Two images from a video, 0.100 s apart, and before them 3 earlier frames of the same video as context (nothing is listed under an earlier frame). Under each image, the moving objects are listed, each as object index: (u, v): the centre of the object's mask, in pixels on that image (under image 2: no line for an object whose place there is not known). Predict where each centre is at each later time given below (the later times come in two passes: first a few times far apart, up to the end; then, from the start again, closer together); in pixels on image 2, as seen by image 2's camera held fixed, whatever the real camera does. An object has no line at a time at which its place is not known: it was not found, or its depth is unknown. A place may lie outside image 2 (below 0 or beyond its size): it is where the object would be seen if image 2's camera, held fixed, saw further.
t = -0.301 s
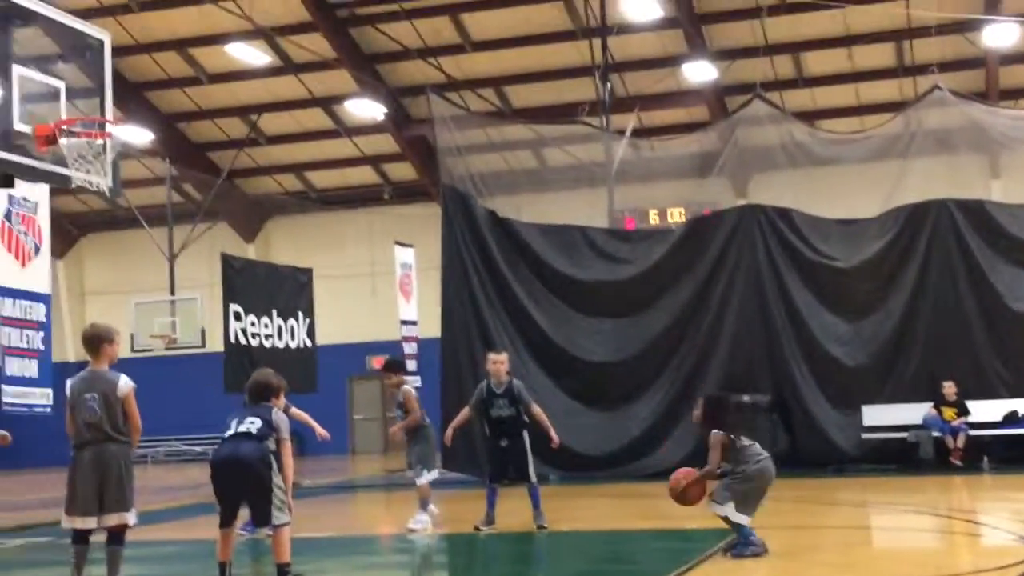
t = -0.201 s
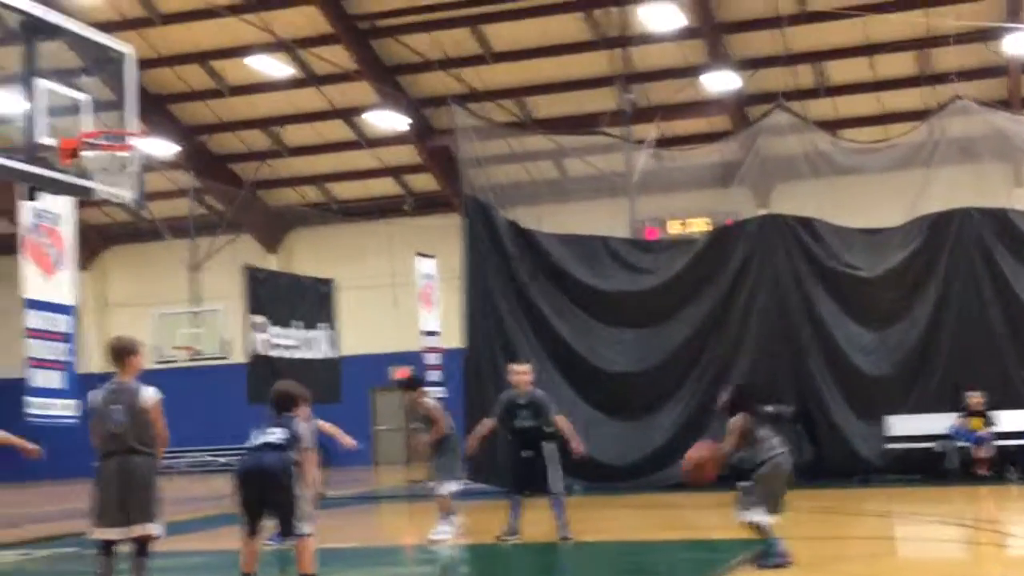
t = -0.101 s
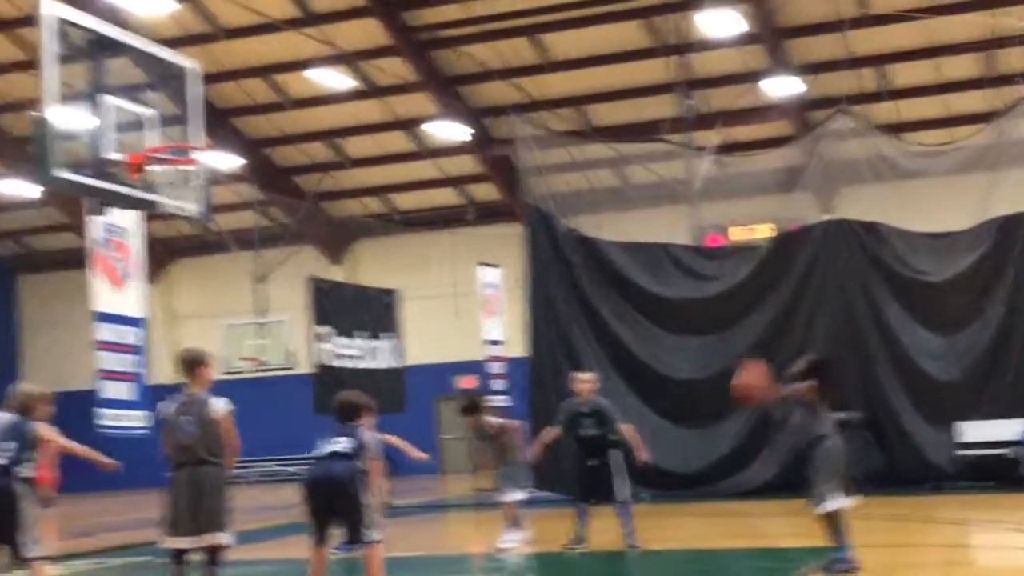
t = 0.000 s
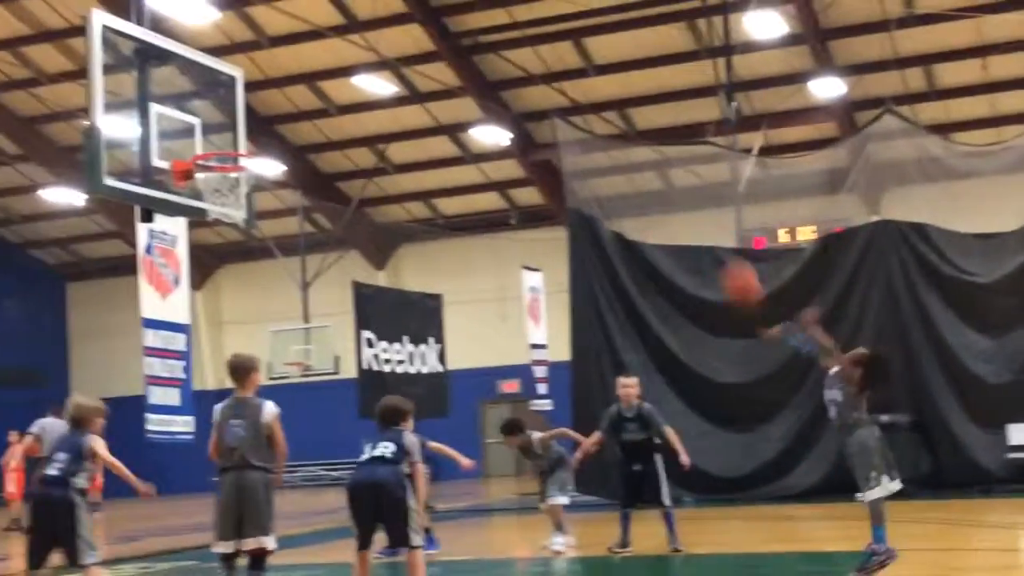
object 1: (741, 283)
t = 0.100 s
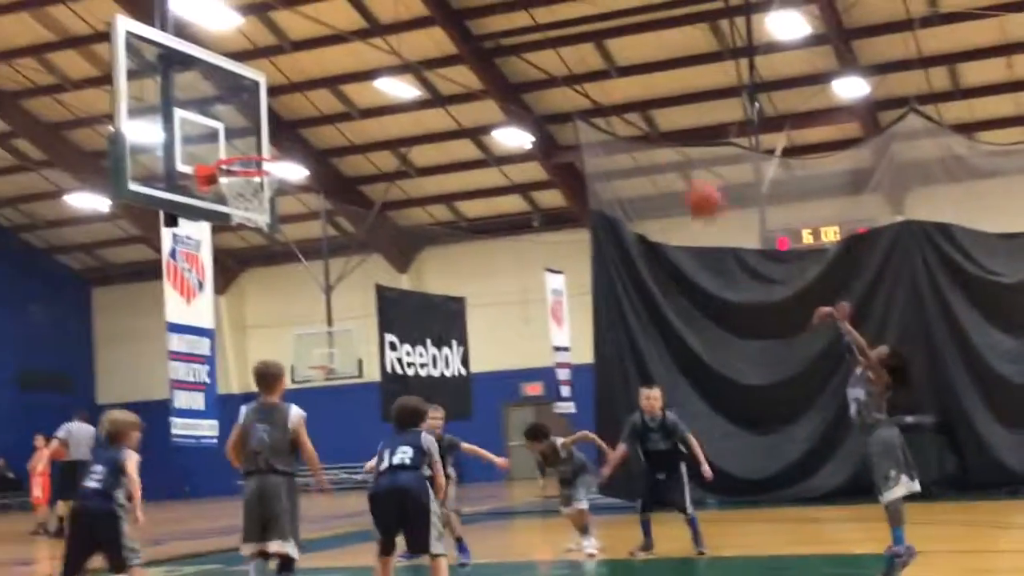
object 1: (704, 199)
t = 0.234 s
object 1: (626, 111)
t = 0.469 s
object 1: (504, 20)
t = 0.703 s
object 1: (402, 14)
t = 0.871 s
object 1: (331, 51)
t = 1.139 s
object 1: (240, 150)
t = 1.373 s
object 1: (247, 93)
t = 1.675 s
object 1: (276, 93)
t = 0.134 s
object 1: (682, 175)
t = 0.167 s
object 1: (662, 150)
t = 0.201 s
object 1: (645, 129)
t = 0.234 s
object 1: (626, 111)
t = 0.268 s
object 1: (607, 91)
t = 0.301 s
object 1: (589, 75)
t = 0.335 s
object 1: (572, 62)
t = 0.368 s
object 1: (555, 49)
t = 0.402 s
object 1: (538, 37)
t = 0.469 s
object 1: (504, 20)
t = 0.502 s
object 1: (491, 15)
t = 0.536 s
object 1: (475, 11)
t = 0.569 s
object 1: (460, 9)
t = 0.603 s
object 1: (446, 7)
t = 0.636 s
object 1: (432, 7)
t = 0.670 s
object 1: (418, 10)
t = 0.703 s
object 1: (402, 14)
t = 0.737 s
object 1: (387, 19)
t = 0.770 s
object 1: (374, 23)
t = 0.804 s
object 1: (361, 32)
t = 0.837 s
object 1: (346, 41)
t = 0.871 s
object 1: (331, 51)
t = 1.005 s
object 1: (280, 106)
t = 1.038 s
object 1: (268, 124)
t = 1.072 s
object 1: (255, 142)
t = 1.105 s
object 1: (247, 156)
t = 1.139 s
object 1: (240, 150)
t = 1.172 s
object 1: (237, 147)
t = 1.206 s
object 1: (237, 138)
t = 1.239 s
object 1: (237, 126)
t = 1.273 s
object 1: (240, 116)
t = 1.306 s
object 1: (243, 106)
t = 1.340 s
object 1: (245, 97)
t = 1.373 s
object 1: (247, 93)
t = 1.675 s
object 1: (276, 93)
